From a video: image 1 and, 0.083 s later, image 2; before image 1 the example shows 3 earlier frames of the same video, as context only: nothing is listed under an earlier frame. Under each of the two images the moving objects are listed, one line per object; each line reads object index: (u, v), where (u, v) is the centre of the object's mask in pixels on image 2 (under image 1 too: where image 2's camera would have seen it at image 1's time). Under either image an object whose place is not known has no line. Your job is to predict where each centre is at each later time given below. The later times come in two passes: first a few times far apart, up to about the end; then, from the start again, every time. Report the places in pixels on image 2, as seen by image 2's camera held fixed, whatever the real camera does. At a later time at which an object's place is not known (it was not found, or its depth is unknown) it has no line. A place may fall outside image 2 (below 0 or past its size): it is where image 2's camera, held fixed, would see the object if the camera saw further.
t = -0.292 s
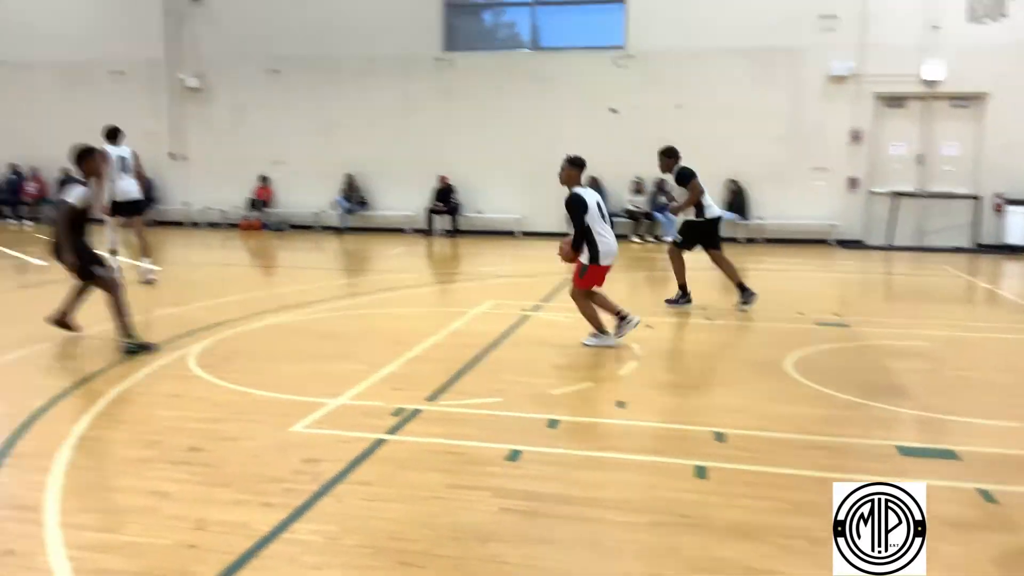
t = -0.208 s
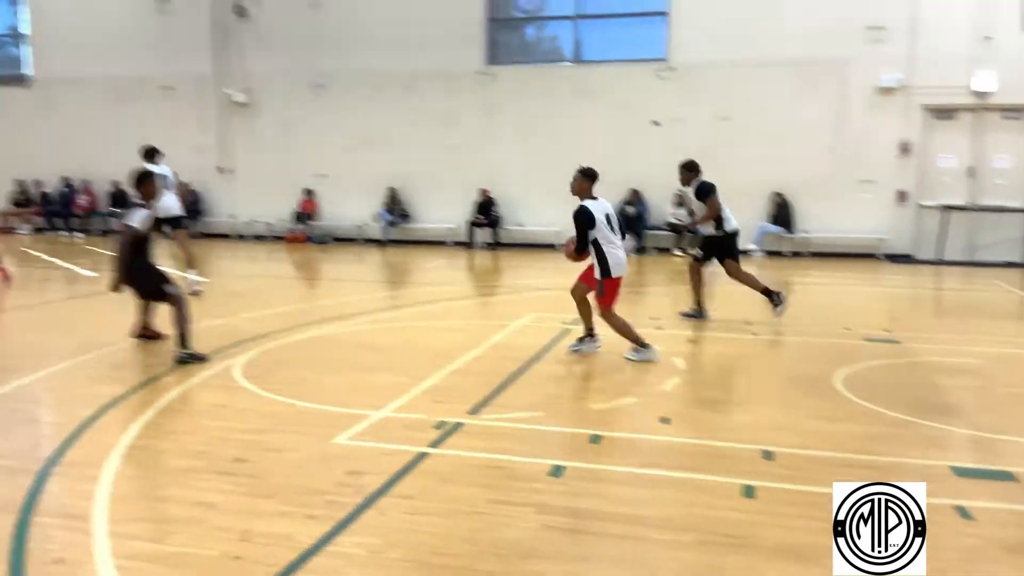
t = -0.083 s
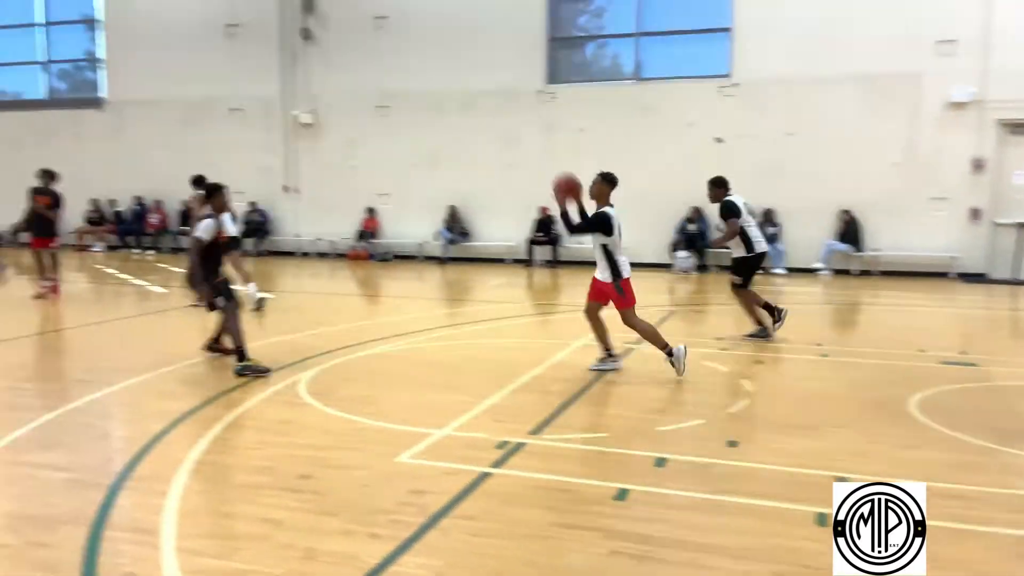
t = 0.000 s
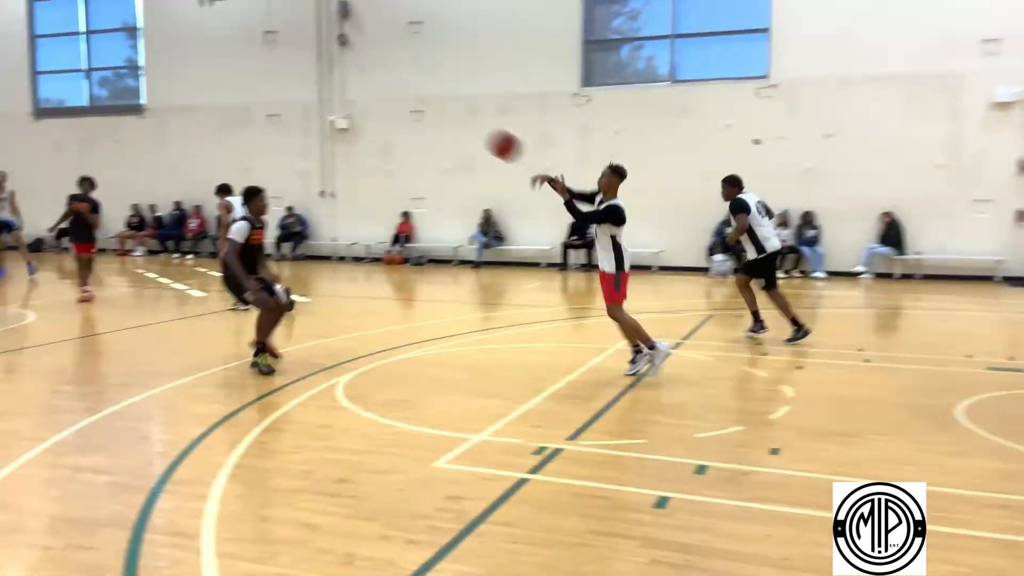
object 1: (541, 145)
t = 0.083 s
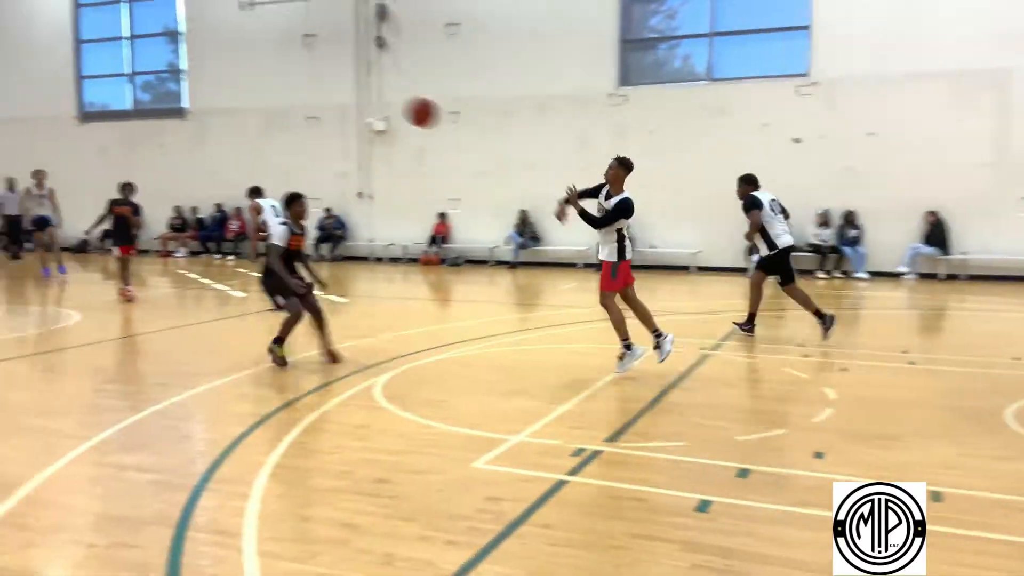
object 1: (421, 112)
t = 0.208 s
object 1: (234, 73)
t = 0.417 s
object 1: (-107, 44)
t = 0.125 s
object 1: (360, 97)
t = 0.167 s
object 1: (298, 85)
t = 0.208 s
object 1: (234, 73)
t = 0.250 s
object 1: (170, 64)
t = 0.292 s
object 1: (103, 55)
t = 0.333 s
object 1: (34, 48)
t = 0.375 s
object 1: (-36, 44)
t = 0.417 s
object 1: (-107, 44)
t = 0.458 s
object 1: (-181, 43)
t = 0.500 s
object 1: (-258, 43)
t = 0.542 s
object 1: (-337, 44)
